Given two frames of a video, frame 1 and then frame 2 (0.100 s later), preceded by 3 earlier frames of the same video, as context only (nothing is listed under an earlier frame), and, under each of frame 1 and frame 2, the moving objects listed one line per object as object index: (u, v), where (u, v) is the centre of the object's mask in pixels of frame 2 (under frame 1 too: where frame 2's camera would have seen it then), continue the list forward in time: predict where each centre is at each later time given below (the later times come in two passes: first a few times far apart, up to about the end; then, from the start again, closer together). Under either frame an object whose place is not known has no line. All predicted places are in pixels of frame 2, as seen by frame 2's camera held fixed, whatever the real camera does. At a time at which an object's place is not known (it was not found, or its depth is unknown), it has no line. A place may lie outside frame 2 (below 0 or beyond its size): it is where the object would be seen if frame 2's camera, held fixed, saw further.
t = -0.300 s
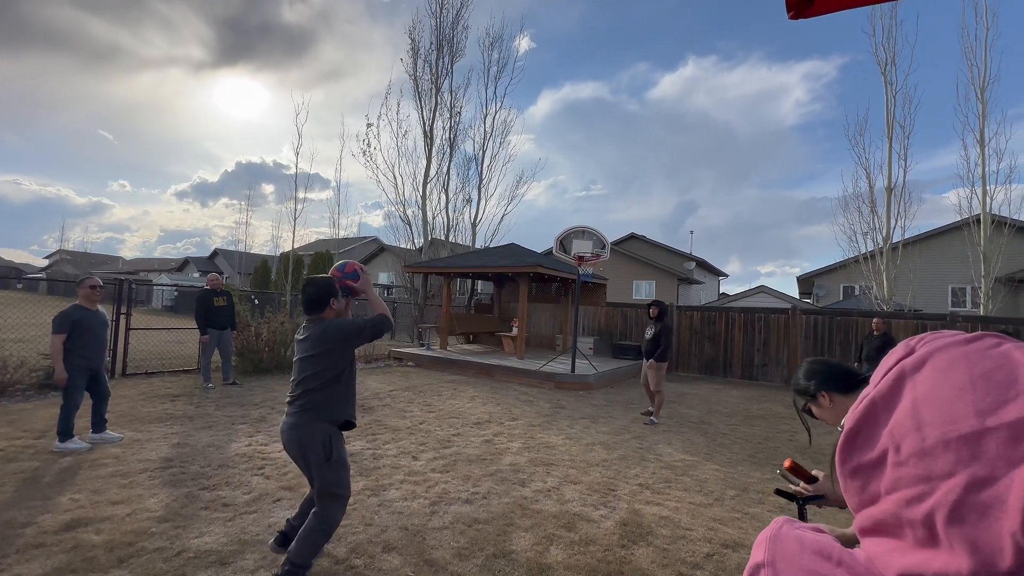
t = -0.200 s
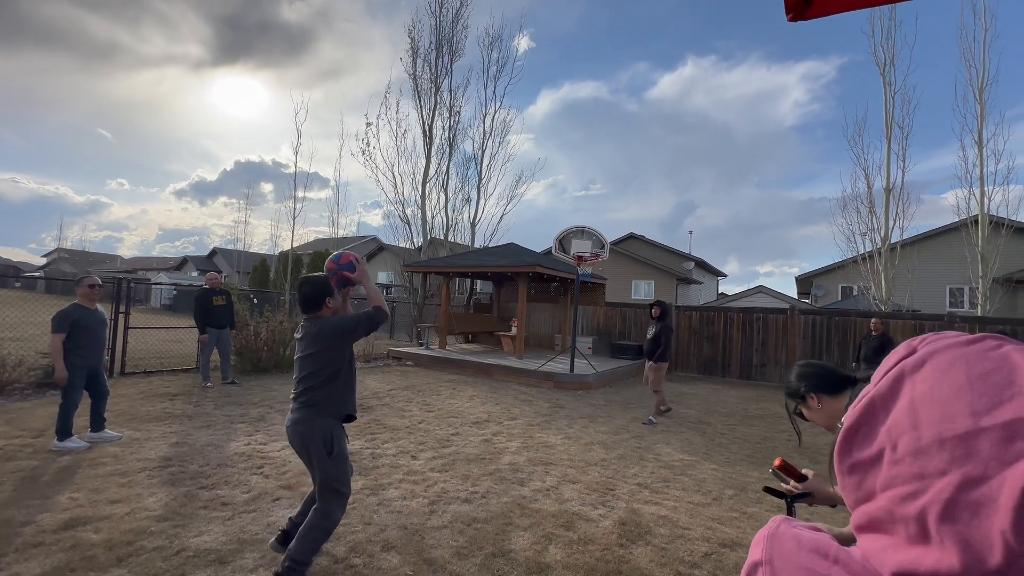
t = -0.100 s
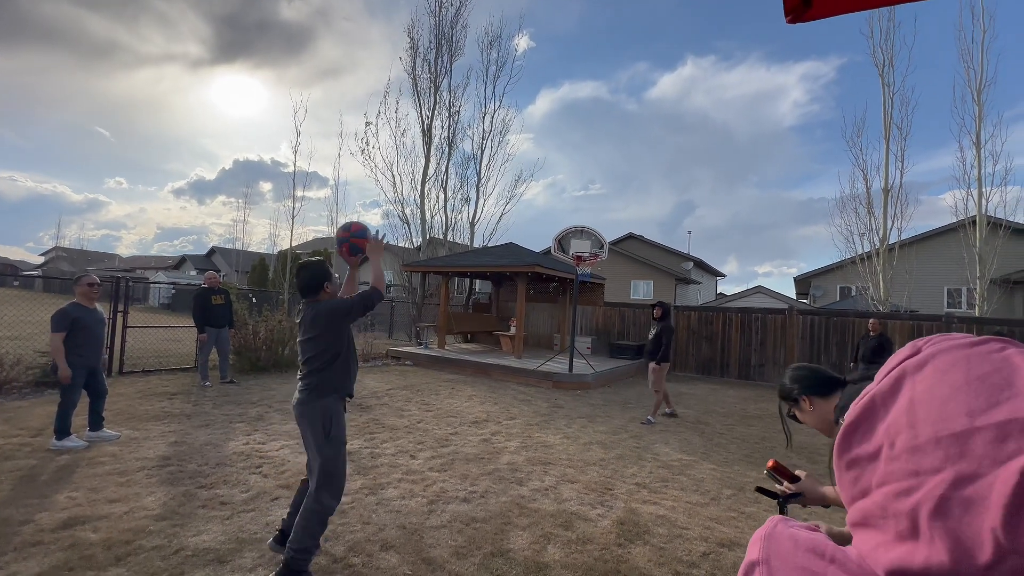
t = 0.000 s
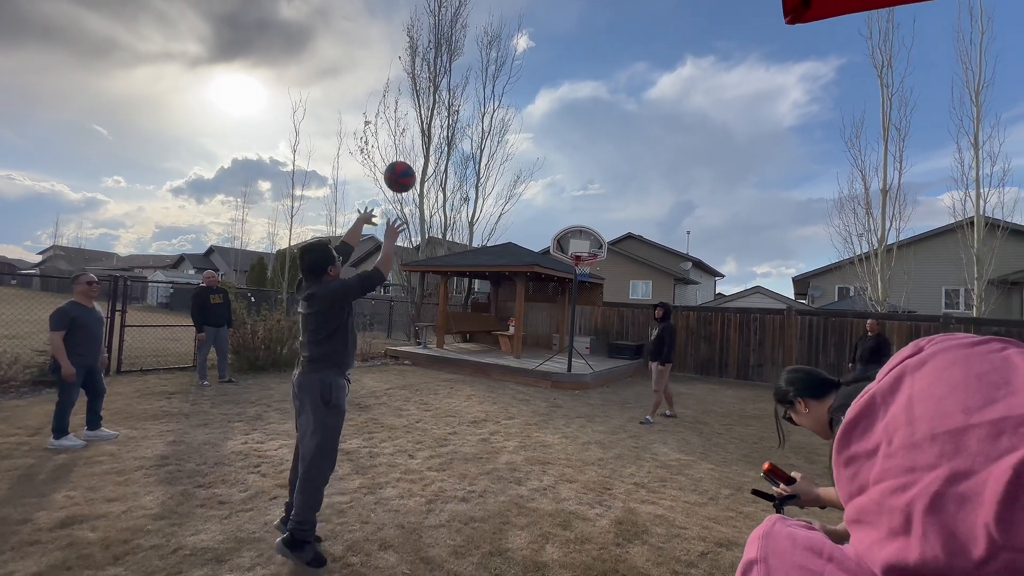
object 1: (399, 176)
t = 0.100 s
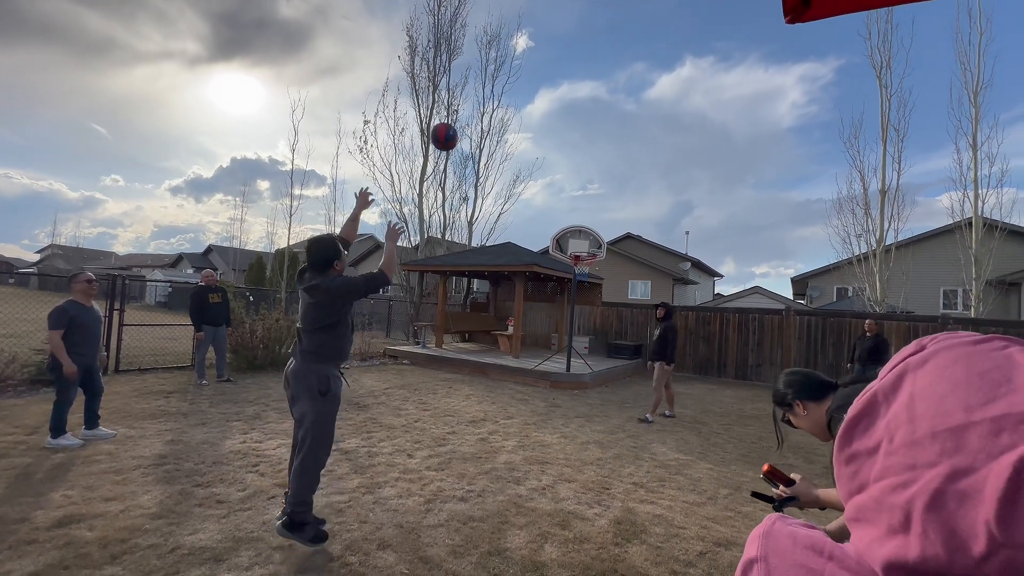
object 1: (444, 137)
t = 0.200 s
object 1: (478, 117)
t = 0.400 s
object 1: (525, 114)
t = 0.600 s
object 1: (554, 140)
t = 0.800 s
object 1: (574, 183)
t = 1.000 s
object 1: (587, 239)
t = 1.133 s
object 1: (581, 263)
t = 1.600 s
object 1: (525, 375)
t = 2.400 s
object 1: (471, 360)
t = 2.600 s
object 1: (454, 378)
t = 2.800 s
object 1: (440, 362)
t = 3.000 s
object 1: (423, 371)
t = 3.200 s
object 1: (404, 387)
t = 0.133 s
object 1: (457, 128)
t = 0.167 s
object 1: (468, 122)
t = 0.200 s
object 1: (478, 117)
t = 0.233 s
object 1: (488, 114)
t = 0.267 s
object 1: (496, 112)
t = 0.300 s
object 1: (504, 111)
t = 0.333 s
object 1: (512, 111)
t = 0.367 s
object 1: (519, 112)
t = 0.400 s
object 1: (525, 114)
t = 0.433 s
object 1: (530, 117)
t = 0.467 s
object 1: (536, 120)
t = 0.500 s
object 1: (541, 124)
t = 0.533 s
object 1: (545, 129)
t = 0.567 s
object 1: (550, 134)
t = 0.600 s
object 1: (554, 140)
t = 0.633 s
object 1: (558, 146)
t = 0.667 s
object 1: (561, 153)
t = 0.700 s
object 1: (565, 160)
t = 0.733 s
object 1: (568, 168)
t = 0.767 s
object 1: (571, 175)
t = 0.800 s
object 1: (574, 183)
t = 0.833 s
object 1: (576, 192)
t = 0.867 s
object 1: (579, 201)
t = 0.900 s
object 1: (581, 210)
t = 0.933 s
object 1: (583, 219)
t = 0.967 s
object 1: (585, 229)
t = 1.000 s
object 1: (587, 239)
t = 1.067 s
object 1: (589, 258)
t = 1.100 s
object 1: (587, 257)
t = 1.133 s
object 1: (581, 263)
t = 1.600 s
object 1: (525, 375)
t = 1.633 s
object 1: (522, 381)
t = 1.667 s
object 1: (521, 374)
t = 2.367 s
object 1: (474, 353)
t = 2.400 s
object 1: (471, 360)
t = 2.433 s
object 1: (467, 366)
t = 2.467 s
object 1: (464, 374)
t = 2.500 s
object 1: (461, 382)
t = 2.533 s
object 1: (458, 388)
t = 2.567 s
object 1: (456, 382)
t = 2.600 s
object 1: (454, 378)
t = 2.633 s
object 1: (452, 373)
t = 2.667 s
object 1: (450, 369)
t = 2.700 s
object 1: (448, 366)
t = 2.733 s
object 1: (445, 364)
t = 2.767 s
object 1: (442, 363)
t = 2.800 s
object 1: (440, 362)
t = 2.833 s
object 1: (437, 361)
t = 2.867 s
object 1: (435, 362)
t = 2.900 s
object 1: (432, 363)
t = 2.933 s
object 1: (429, 365)
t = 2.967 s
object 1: (426, 368)
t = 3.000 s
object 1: (423, 371)
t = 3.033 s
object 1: (420, 375)
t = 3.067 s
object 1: (417, 380)
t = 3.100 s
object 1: (414, 386)
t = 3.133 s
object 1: (410, 393)
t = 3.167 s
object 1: (407, 391)
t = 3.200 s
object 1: (404, 387)
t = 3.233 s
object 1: (402, 384)
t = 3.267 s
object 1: (398, 382)
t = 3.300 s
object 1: (396, 381)
